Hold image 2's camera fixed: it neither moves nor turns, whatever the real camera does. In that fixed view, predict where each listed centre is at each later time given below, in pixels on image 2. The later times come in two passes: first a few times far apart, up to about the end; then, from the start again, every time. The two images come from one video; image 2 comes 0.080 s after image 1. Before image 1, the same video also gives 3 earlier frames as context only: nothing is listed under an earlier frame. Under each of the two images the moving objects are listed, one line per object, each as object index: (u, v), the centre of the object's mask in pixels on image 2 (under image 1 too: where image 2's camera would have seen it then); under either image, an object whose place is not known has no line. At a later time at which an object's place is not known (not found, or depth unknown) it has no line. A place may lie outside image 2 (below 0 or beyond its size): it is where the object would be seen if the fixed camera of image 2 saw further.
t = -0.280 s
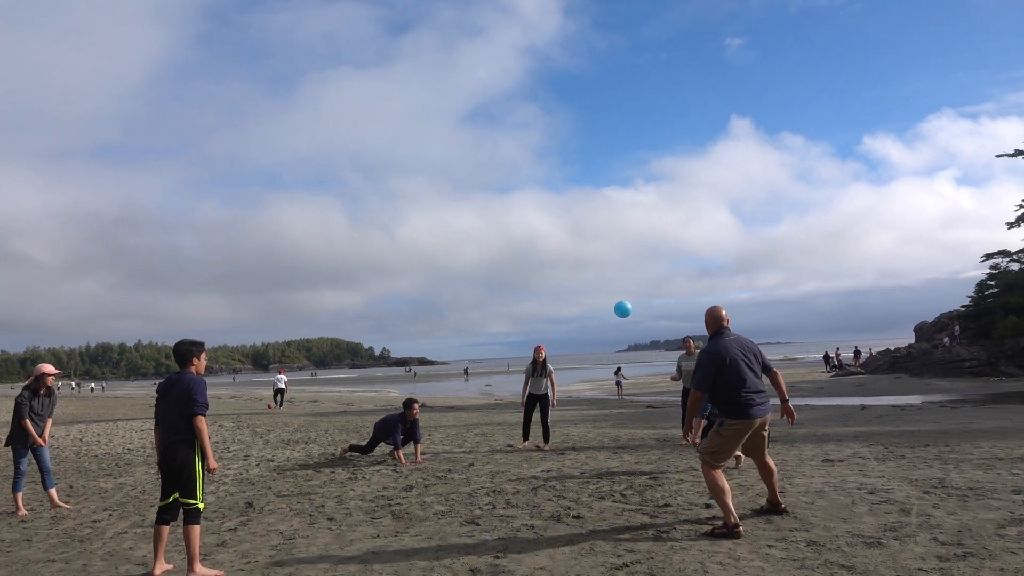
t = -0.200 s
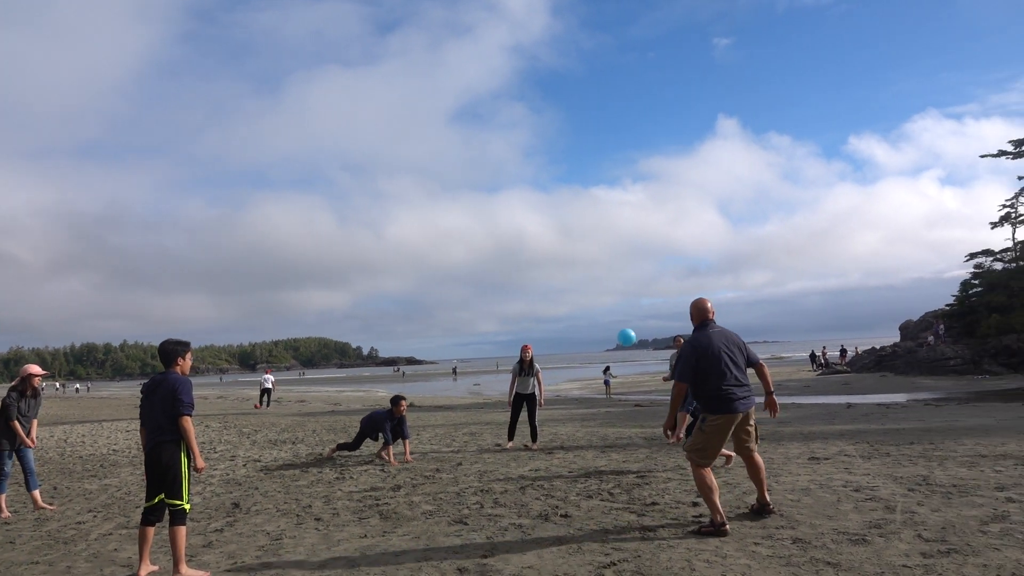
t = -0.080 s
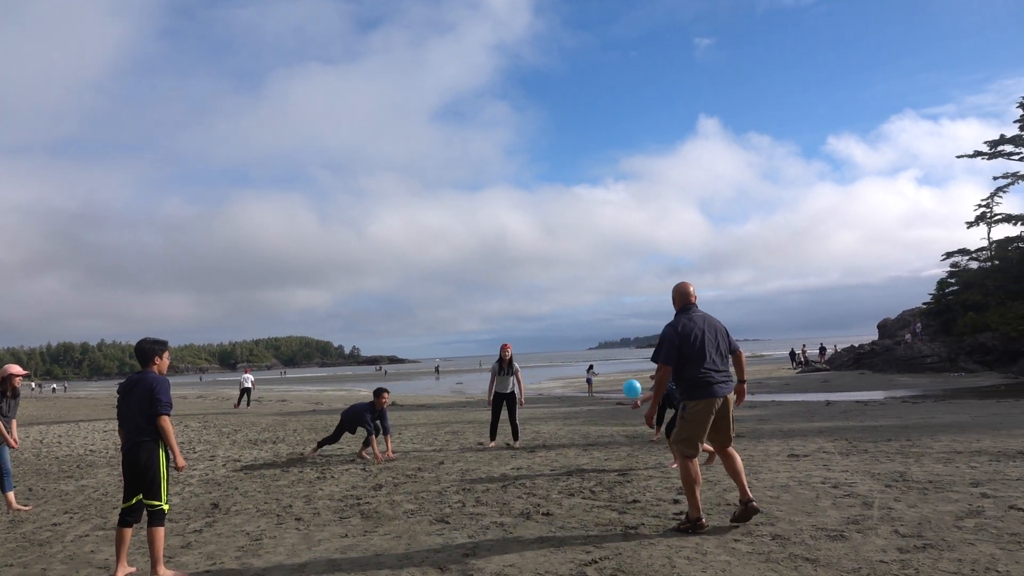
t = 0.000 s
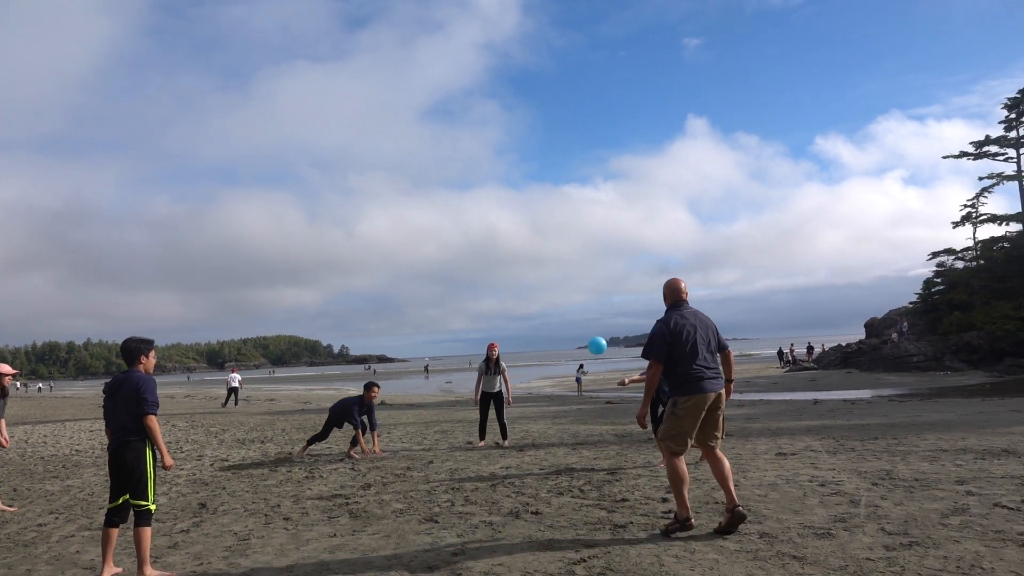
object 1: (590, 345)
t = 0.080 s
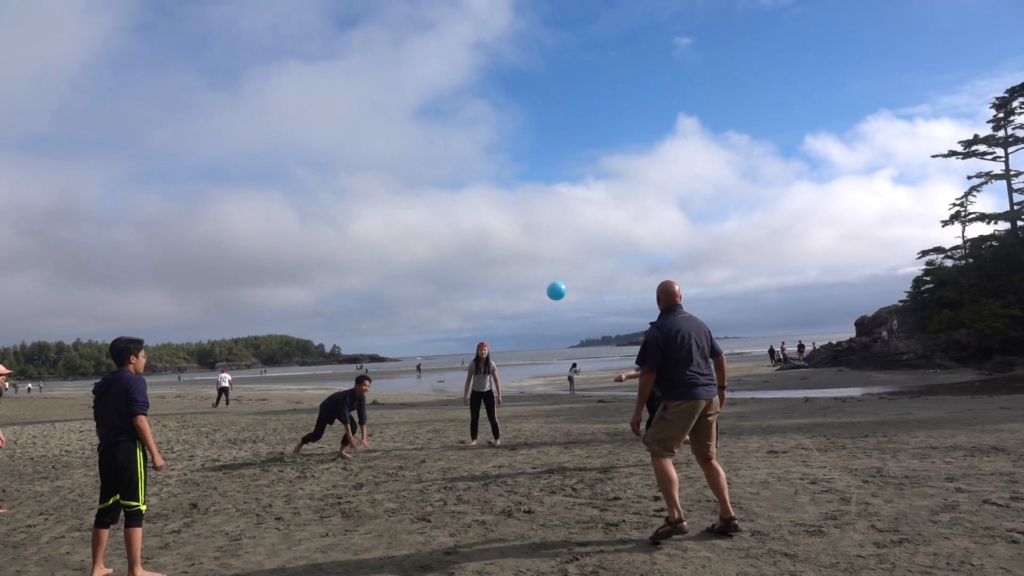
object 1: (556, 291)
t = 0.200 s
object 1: (509, 218)
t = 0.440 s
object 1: (419, 109)
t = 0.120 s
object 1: (540, 266)
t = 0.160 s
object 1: (524, 241)
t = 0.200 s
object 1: (509, 218)
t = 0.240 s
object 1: (495, 196)
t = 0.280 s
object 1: (480, 176)
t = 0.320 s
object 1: (465, 157)
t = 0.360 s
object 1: (450, 139)
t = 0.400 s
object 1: (435, 123)
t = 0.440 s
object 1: (419, 109)
